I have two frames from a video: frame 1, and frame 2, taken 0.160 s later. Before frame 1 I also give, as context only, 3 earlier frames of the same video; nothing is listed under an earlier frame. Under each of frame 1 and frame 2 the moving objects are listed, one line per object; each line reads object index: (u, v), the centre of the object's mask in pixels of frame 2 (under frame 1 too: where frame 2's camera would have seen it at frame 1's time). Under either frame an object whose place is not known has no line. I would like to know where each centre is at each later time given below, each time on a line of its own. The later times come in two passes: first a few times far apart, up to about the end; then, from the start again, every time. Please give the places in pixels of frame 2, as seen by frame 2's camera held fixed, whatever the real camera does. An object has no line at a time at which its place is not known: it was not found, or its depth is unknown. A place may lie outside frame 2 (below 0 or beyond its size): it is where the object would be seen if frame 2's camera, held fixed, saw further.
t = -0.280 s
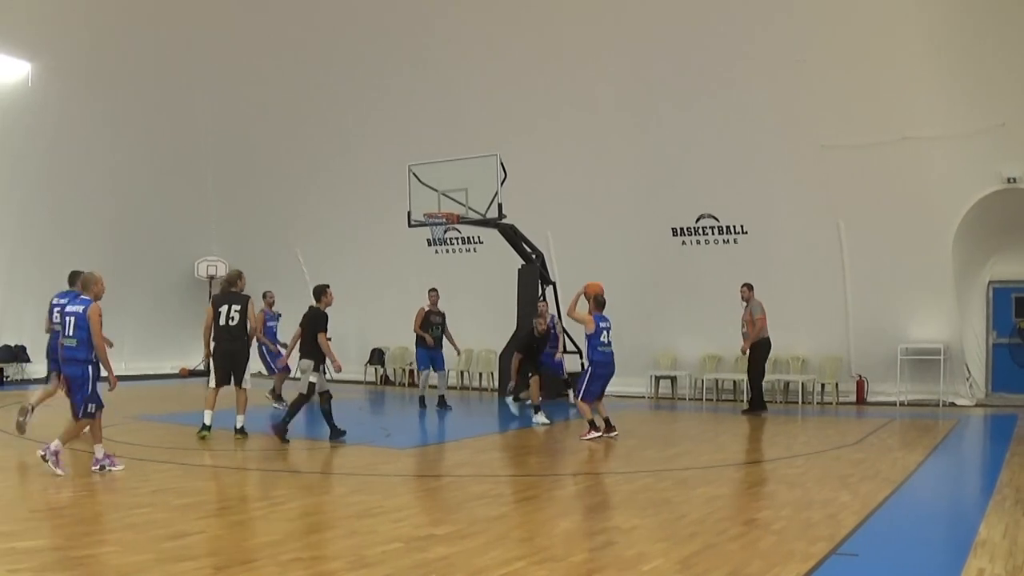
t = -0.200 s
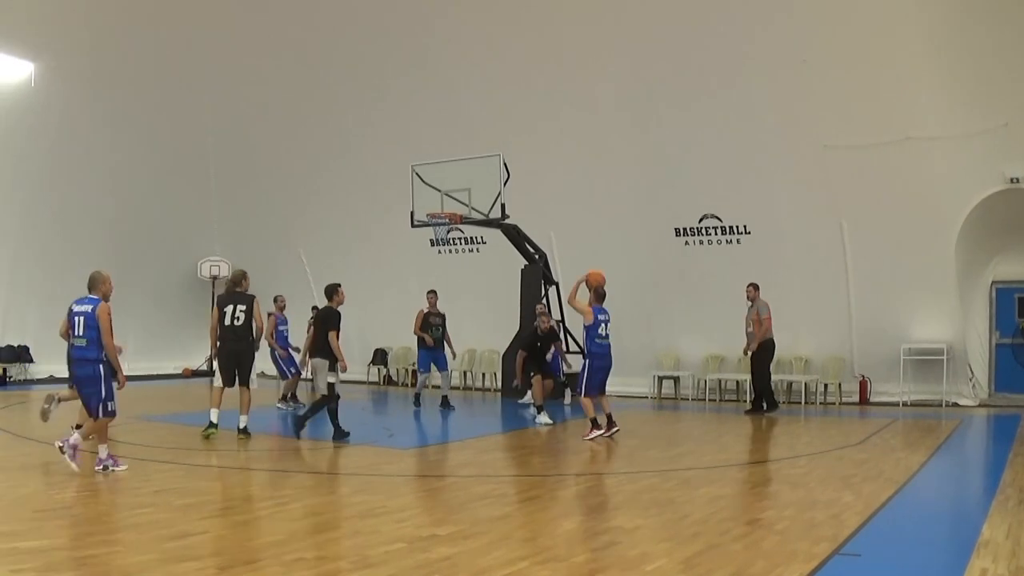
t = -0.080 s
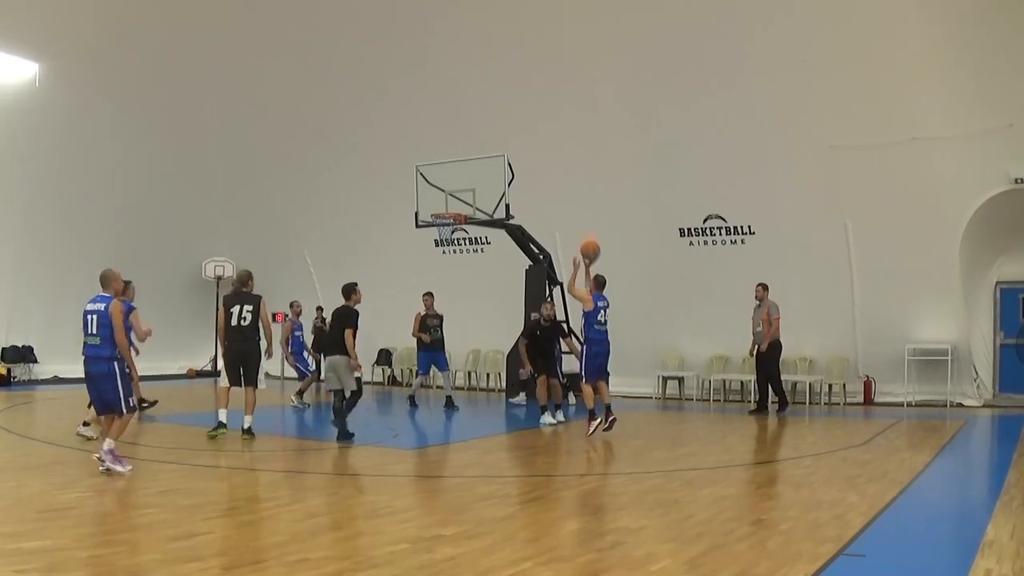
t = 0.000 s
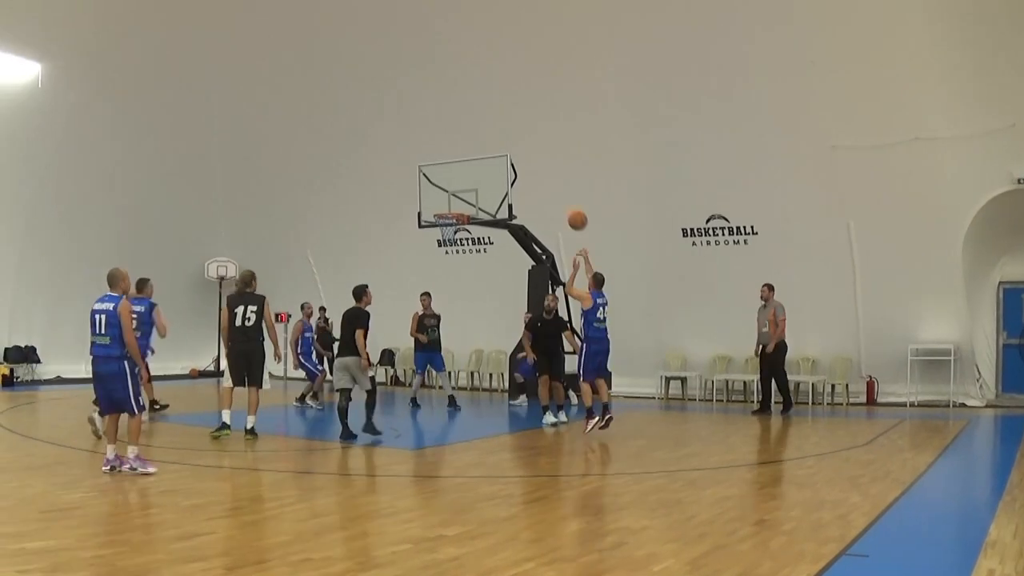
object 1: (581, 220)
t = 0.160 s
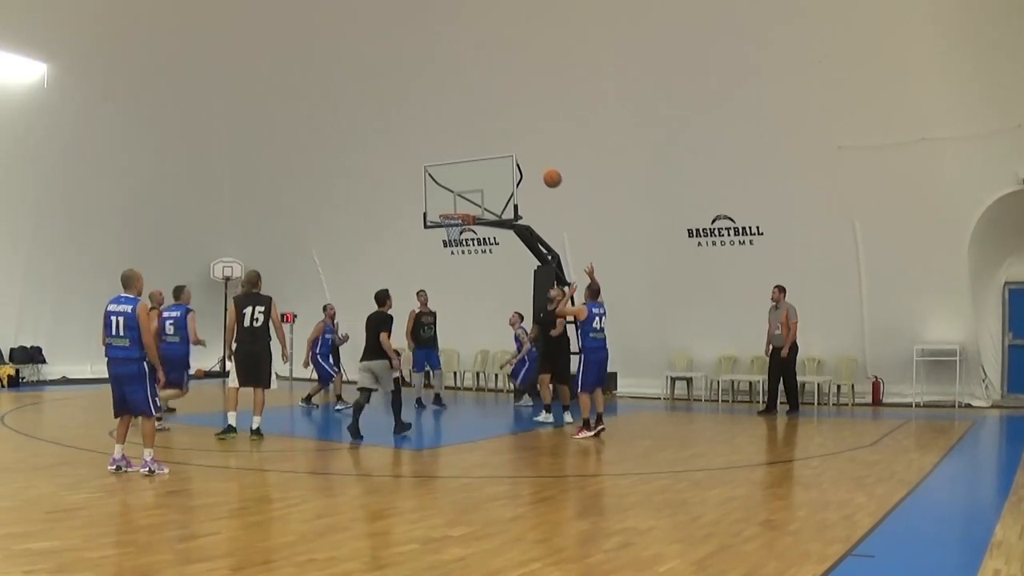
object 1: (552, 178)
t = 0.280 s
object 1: (533, 162)
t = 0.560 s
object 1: (493, 164)
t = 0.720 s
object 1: (473, 186)
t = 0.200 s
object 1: (546, 171)
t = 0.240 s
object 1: (539, 166)
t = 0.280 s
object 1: (533, 162)
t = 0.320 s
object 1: (527, 159)
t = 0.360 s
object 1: (521, 157)
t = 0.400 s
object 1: (515, 156)
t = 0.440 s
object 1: (509, 156)
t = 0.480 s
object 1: (503, 158)
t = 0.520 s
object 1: (498, 160)
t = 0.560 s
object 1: (493, 164)
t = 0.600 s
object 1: (488, 168)
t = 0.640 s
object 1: (483, 173)
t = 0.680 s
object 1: (478, 180)
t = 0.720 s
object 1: (473, 186)
